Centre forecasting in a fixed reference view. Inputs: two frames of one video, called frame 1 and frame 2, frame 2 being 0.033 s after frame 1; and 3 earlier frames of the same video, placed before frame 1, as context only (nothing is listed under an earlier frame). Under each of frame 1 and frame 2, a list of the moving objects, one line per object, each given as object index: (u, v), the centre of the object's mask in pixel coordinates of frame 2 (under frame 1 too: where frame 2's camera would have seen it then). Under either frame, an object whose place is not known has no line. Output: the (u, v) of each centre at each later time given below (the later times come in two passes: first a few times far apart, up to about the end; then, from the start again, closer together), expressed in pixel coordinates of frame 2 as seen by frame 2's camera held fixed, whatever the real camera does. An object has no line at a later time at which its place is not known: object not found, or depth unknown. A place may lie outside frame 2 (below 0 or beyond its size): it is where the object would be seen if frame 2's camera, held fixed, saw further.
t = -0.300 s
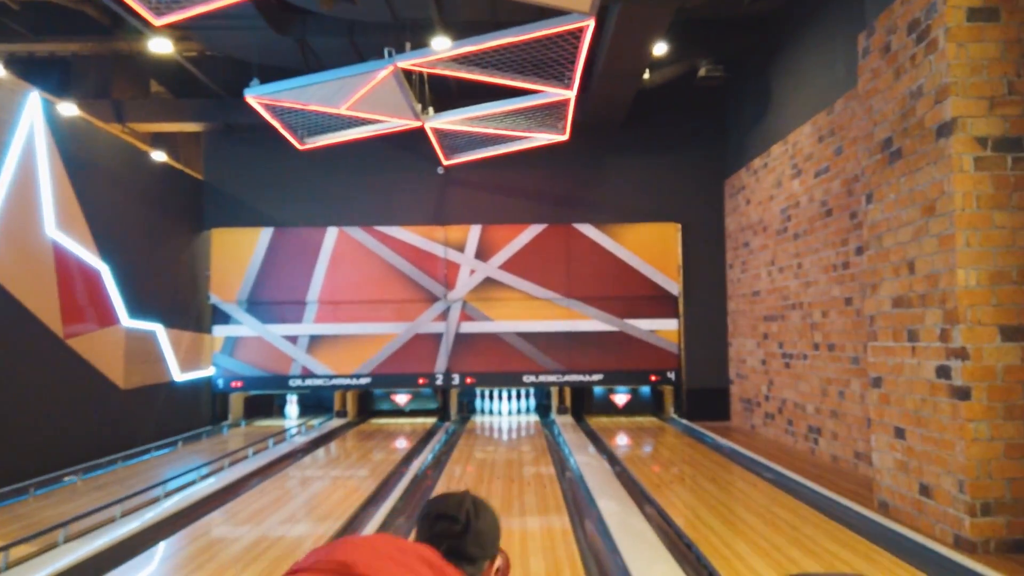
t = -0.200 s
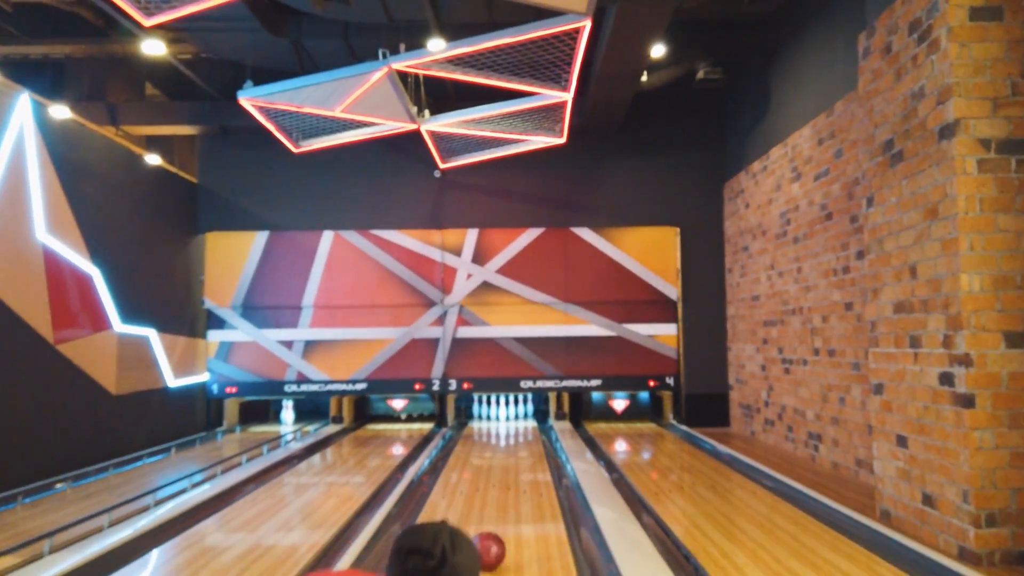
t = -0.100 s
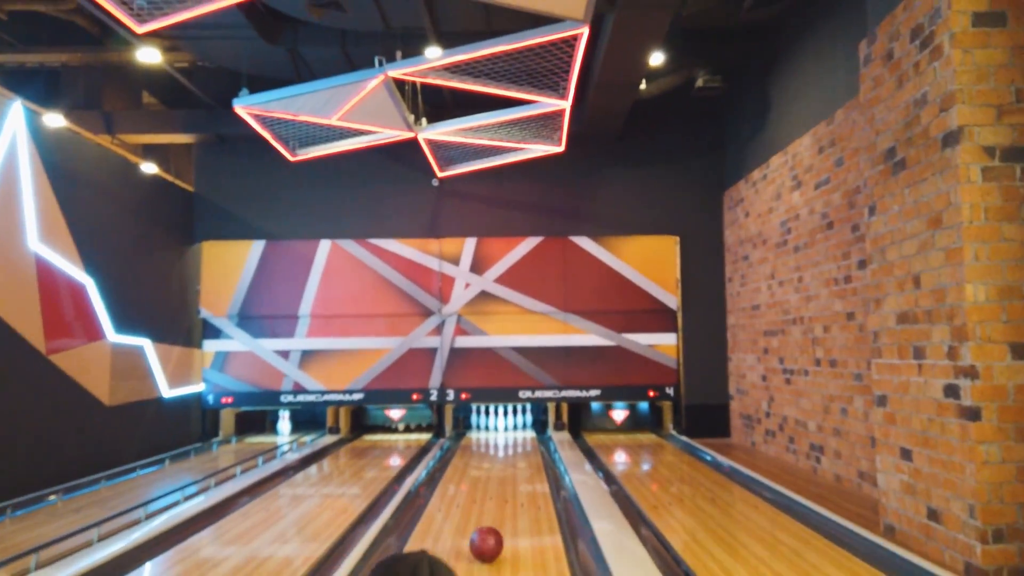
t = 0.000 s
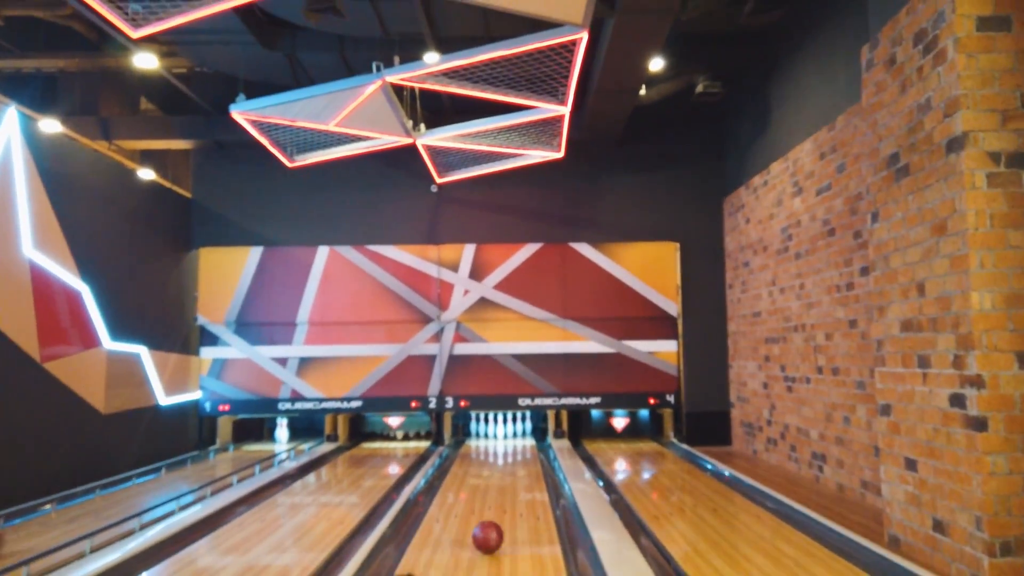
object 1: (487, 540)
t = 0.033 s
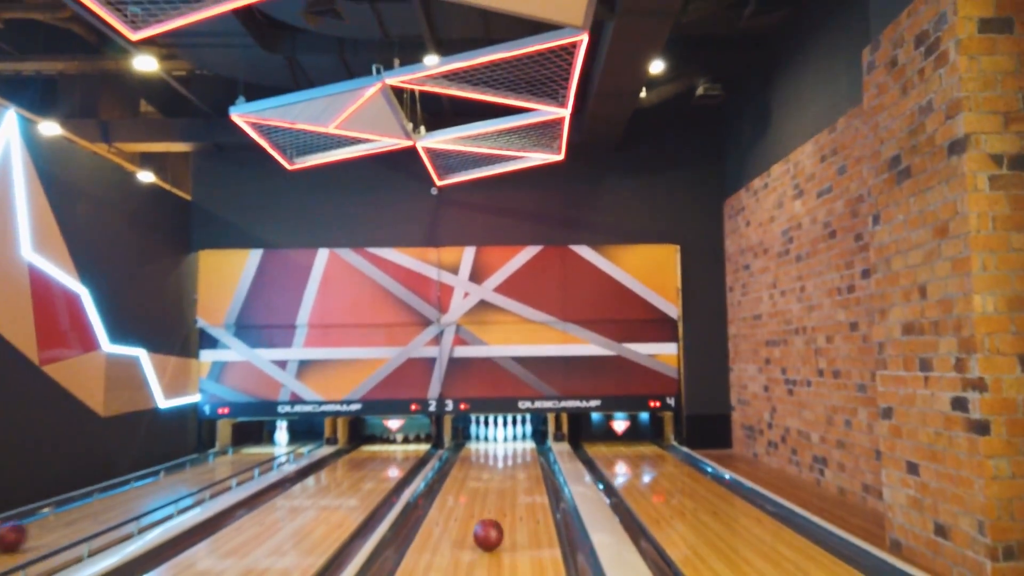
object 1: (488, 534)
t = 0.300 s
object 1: (494, 500)
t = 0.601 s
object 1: (497, 476)
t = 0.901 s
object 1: (499, 461)
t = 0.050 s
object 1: (489, 532)
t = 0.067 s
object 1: (489, 530)
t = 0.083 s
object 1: (489, 527)
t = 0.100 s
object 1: (490, 524)
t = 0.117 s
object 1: (490, 522)
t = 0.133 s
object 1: (491, 520)
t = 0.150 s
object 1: (491, 517)
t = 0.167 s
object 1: (491, 515)
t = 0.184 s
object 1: (492, 513)
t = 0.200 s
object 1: (492, 511)
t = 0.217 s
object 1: (492, 509)
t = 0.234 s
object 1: (493, 507)
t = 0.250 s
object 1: (493, 506)
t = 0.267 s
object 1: (493, 504)
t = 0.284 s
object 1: (493, 502)
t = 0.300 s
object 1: (494, 500)
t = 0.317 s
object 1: (494, 499)
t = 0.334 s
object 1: (494, 497)
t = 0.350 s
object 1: (494, 496)
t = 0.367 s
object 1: (494, 494)
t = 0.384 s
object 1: (495, 493)
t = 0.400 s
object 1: (495, 491)
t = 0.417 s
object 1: (495, 490)
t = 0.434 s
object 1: (495, 489)
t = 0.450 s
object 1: (496, 487)
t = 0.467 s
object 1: (496, 486)
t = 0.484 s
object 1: (496, 484)
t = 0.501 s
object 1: (496, 483)
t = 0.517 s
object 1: (496, 482)
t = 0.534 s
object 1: (496, 481)
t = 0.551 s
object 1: (497, 479)
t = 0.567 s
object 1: (497, 478)
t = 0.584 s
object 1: (497, 477)
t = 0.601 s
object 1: (497, 476)
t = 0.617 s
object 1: (497, 475)
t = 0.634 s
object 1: (501, 471)
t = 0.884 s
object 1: (503, 462)
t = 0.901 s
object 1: (499, 461)
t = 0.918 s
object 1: (500, 459)
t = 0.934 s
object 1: (500, 459)
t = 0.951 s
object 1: (500, 458)
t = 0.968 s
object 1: (500, 457)
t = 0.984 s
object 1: (500, 457)
